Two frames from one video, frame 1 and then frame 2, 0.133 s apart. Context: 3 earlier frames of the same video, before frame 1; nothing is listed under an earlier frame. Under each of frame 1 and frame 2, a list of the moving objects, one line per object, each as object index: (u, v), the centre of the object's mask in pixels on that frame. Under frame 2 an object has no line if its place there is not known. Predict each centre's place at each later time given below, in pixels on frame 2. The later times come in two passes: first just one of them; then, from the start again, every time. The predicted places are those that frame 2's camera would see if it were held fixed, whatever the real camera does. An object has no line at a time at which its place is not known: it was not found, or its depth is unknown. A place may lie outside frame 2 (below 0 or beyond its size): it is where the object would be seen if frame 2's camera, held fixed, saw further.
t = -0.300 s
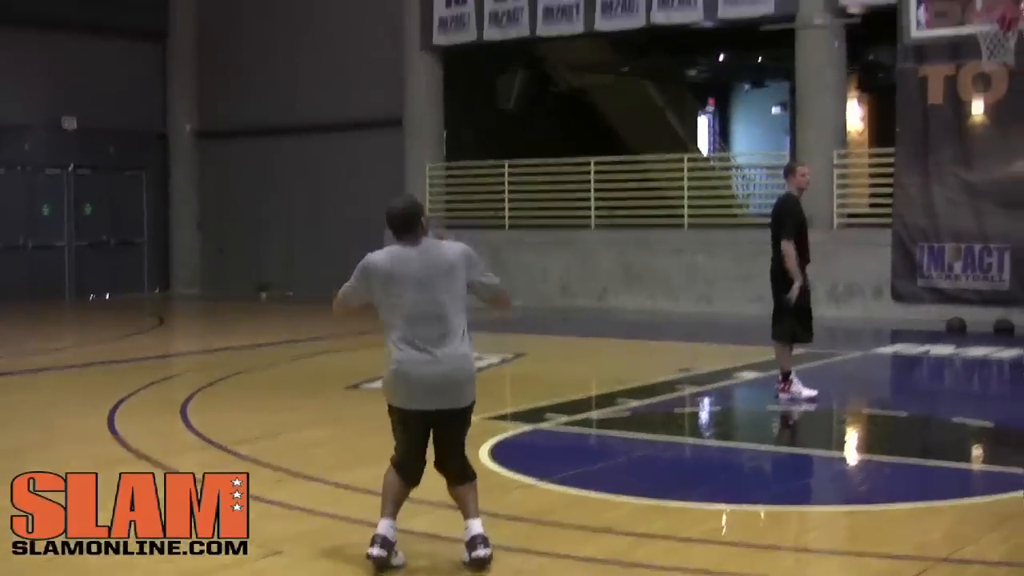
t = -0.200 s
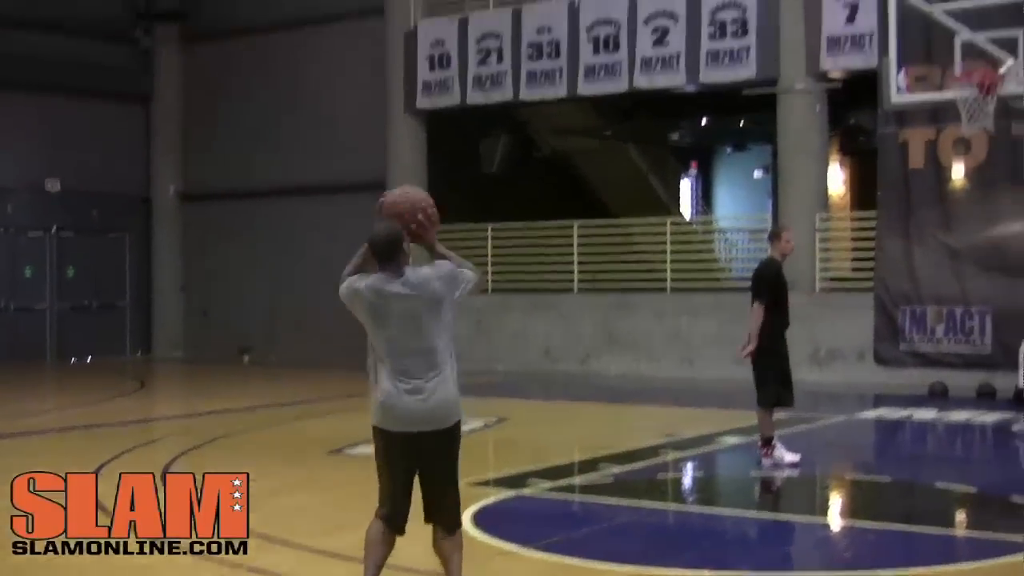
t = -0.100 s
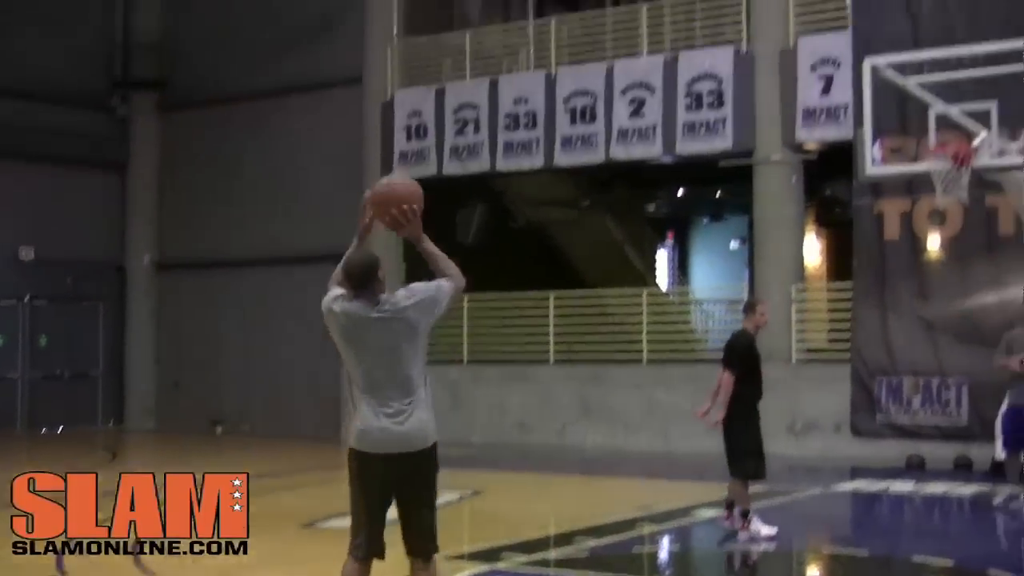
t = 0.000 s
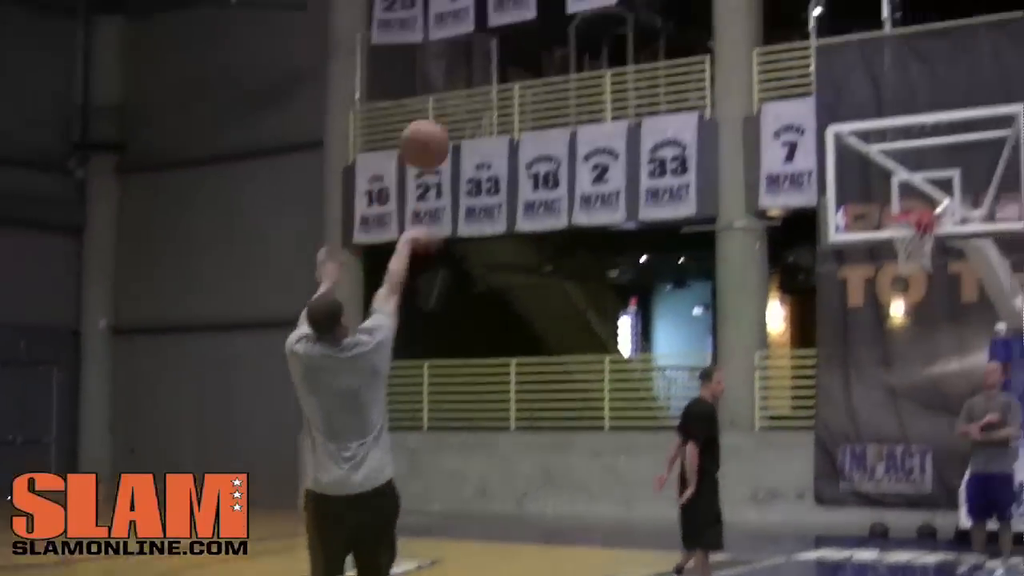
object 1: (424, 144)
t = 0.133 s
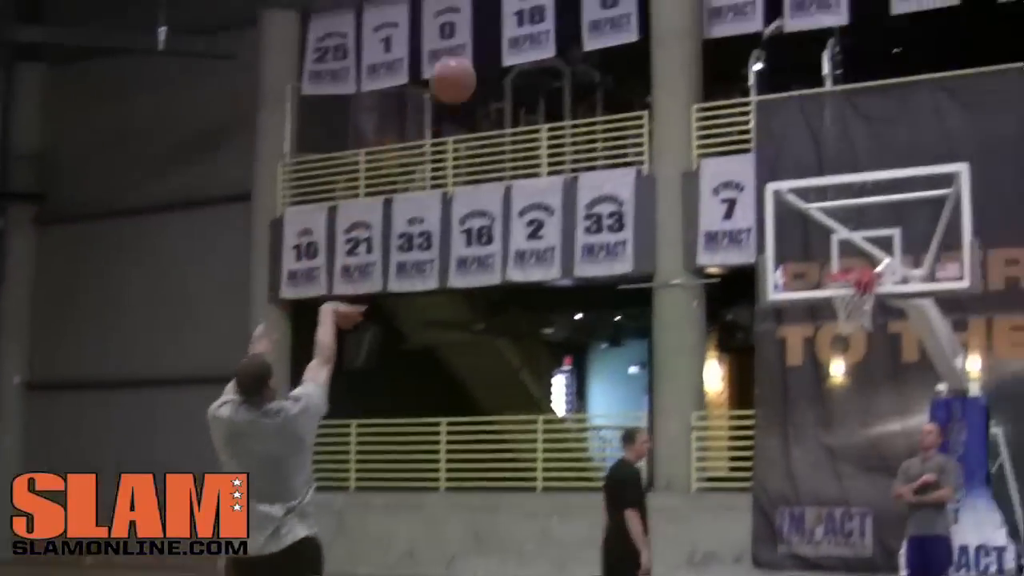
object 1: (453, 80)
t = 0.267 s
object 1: (531, 15)
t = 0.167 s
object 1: (474, 60)
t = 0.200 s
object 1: (492, 42)
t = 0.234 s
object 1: (511, 27)
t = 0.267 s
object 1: (531, 15)
